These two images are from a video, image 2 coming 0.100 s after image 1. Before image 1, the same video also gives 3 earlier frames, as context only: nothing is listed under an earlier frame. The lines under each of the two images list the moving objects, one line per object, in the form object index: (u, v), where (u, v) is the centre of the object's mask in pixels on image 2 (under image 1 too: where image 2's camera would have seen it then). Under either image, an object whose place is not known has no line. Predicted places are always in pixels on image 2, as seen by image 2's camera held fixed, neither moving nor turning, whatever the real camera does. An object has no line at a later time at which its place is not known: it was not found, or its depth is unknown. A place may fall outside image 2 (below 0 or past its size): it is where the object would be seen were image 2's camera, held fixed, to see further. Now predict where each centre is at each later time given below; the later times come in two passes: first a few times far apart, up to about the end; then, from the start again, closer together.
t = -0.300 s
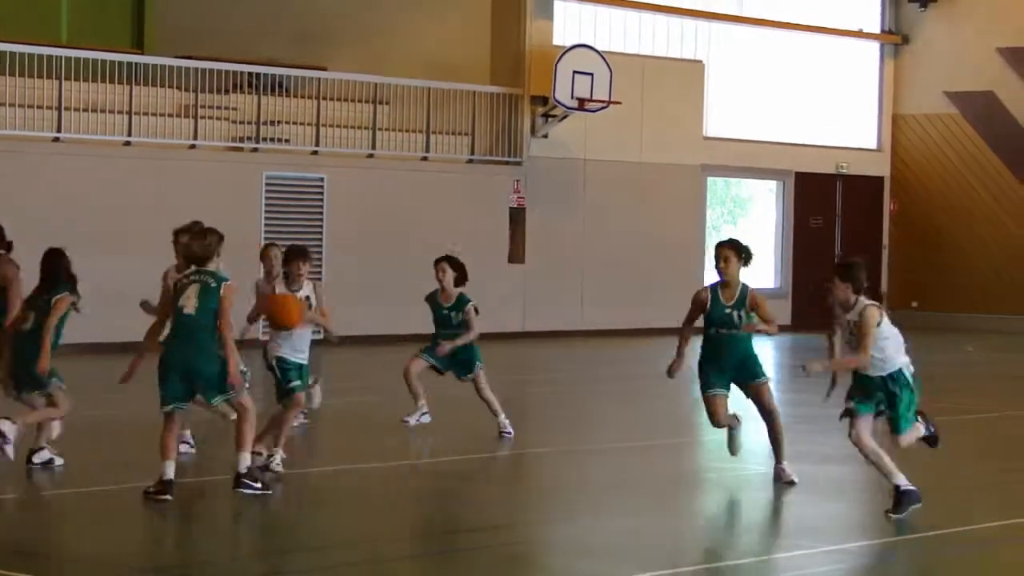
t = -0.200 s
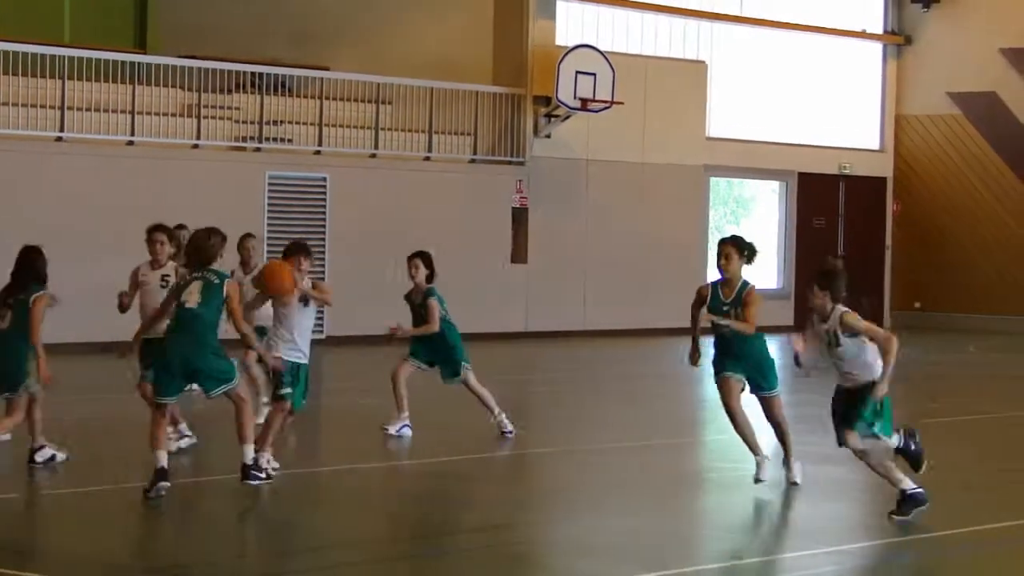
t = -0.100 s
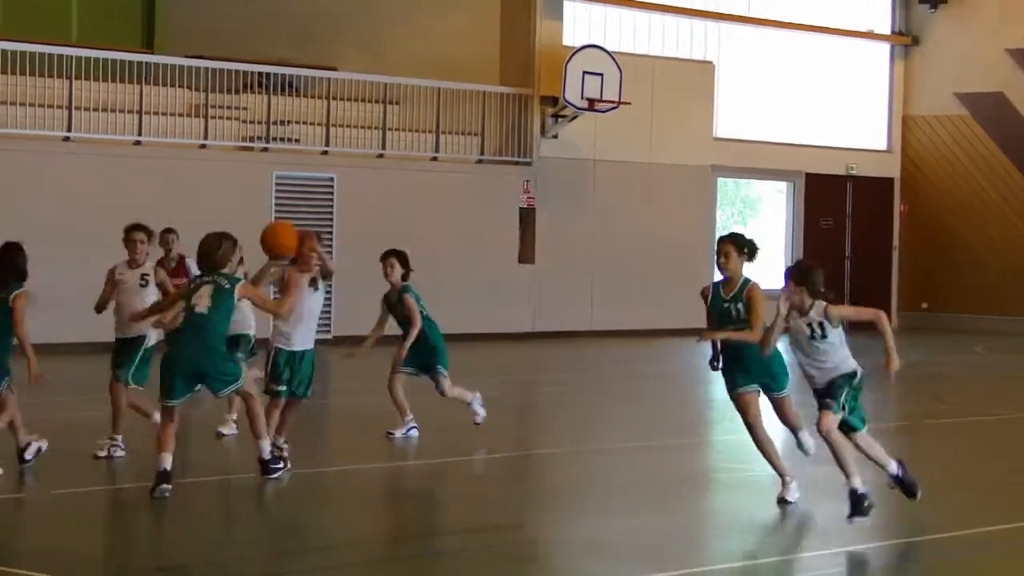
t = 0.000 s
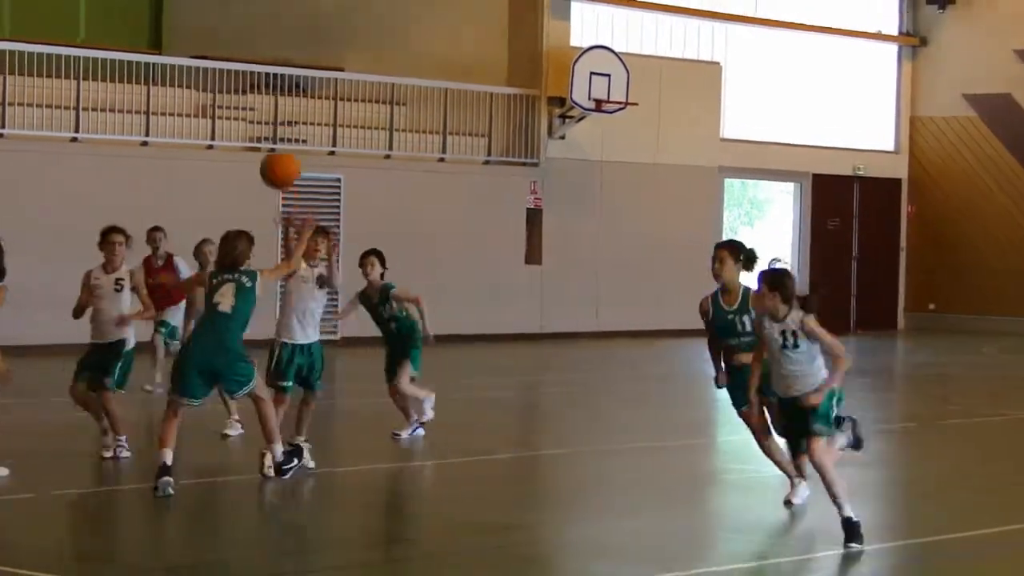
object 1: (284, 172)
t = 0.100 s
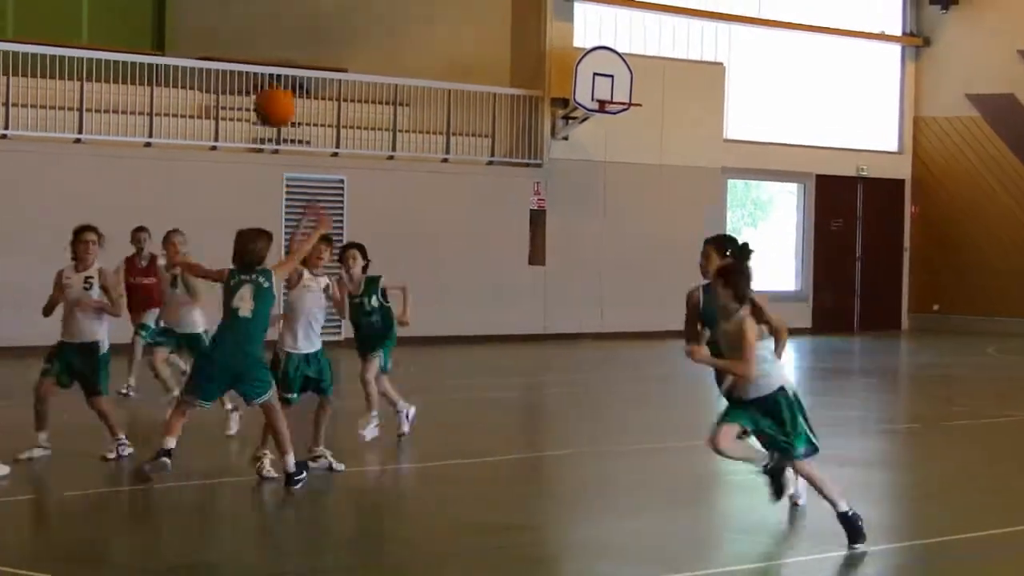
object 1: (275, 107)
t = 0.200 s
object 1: (265, 55)
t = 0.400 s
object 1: (243, 9)
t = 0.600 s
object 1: (215, 30)
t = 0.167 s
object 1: (269, 71)
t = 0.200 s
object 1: (265, 55)
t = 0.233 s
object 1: (261, 43)
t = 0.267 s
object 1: (258, 32)
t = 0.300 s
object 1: (254, 21)
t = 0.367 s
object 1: (246, 11)
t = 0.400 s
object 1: (243, 9)
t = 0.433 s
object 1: (238, 7)
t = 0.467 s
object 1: (233, 6)
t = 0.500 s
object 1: (227, 6)
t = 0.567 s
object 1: (219, 19)
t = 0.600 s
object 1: (215, 30)
